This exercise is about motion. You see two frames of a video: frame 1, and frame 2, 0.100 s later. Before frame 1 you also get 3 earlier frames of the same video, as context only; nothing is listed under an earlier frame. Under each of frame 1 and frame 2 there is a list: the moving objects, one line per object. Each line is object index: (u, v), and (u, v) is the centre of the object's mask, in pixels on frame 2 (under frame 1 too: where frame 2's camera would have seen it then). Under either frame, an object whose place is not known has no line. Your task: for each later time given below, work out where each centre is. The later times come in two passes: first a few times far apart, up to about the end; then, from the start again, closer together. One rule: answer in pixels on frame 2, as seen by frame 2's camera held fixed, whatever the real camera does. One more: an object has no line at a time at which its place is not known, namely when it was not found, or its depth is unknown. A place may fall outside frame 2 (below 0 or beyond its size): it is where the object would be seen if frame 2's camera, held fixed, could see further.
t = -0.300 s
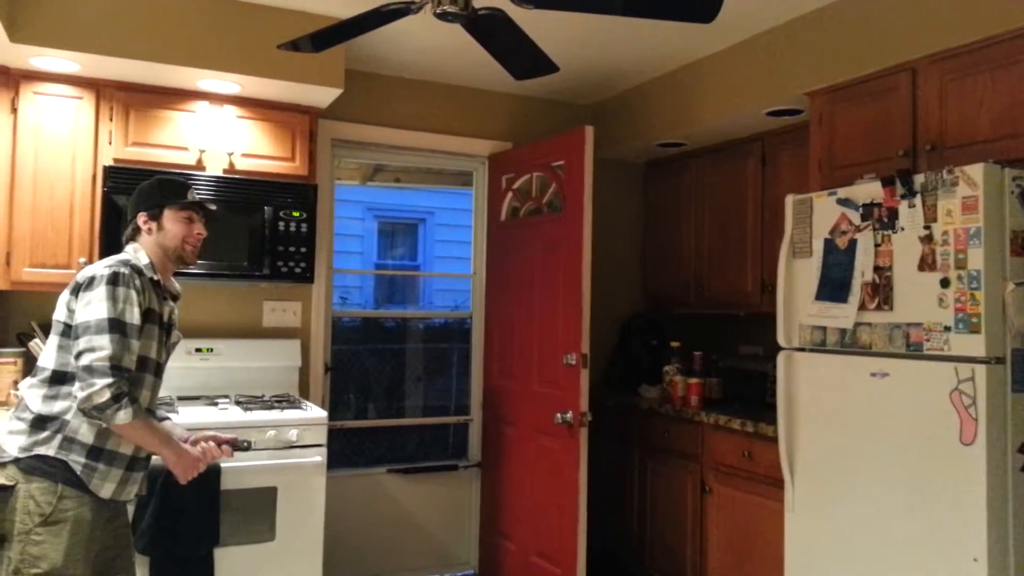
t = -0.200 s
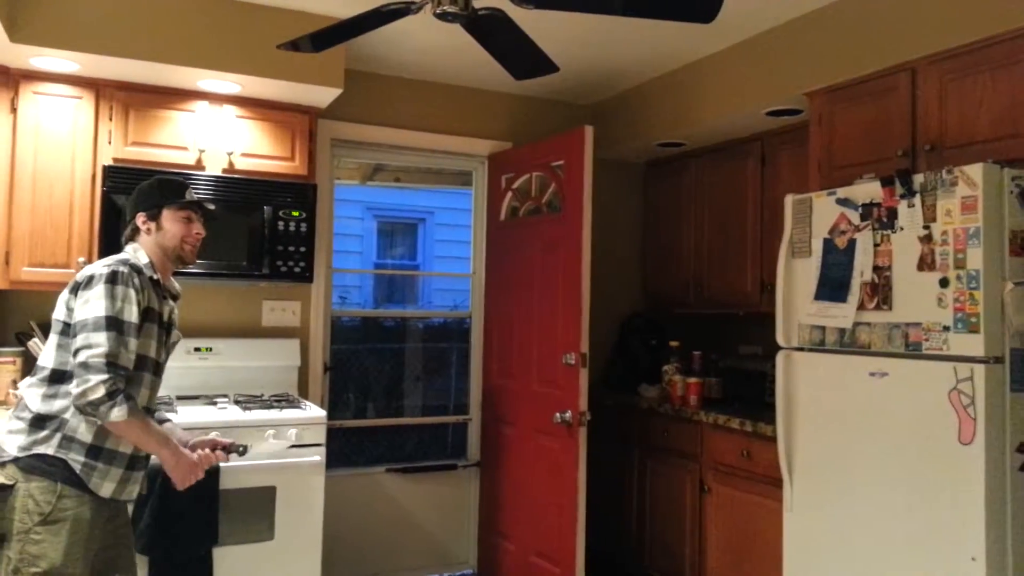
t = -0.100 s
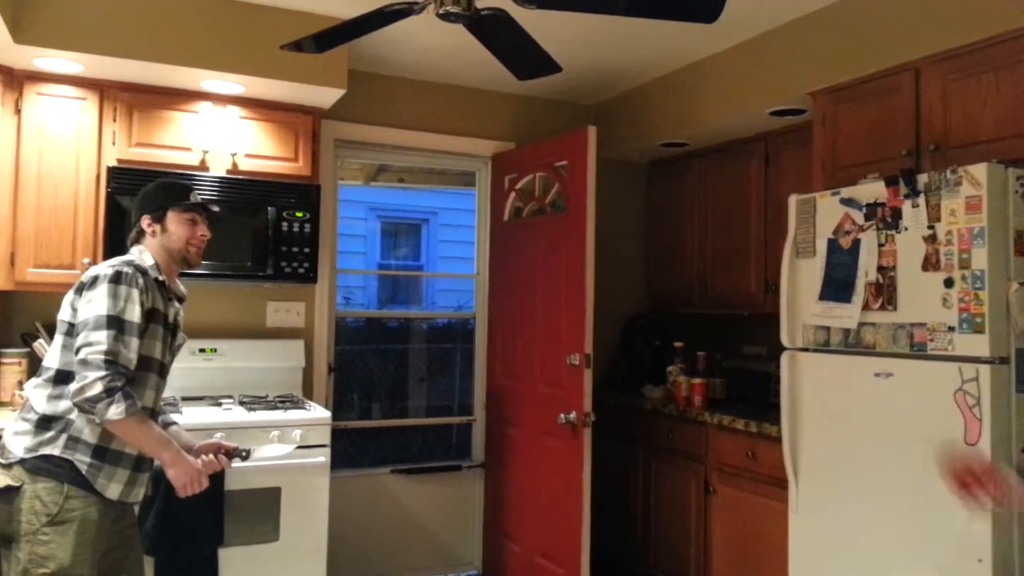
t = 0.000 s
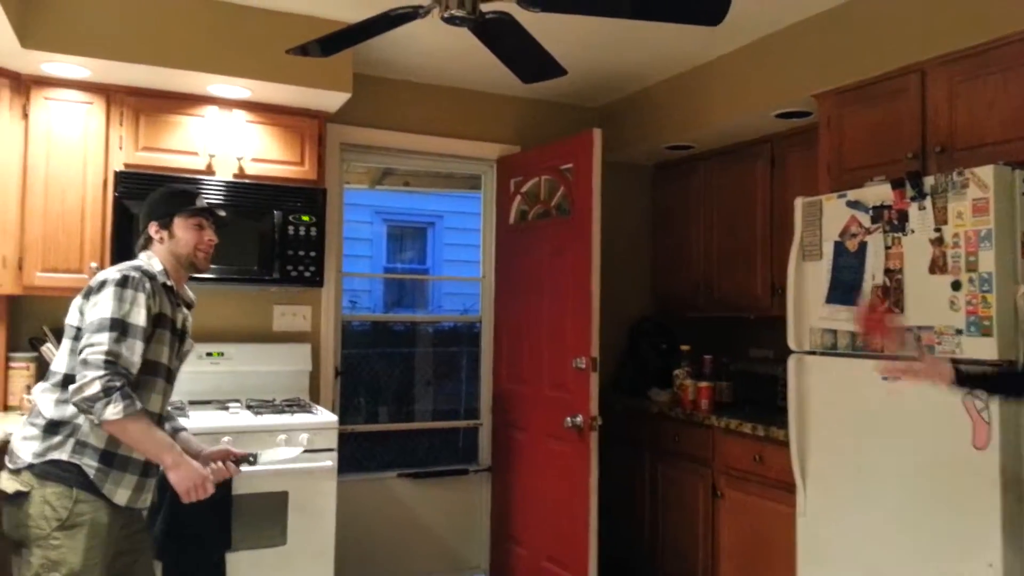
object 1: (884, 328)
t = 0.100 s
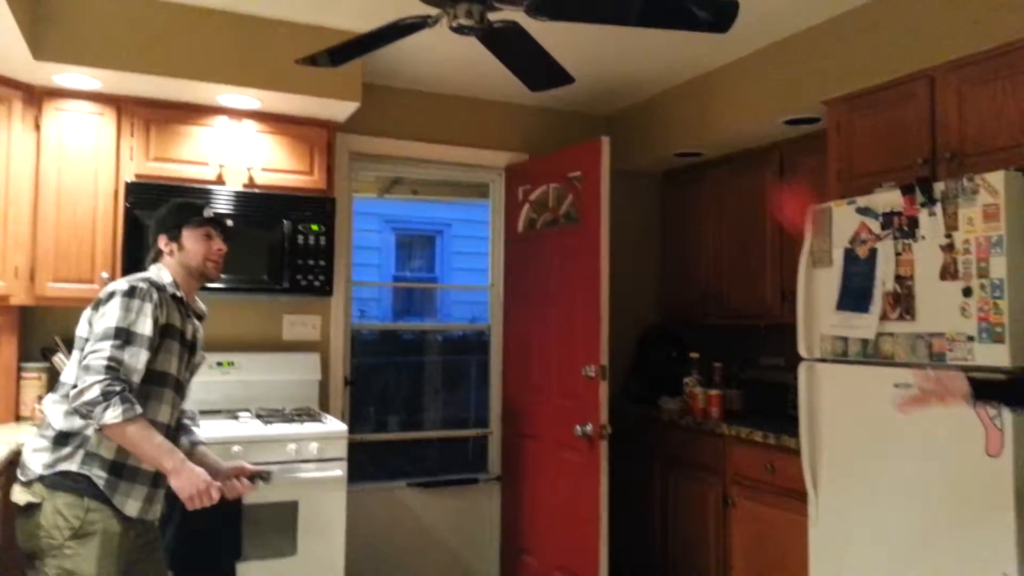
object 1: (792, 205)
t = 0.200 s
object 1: (708, 129)
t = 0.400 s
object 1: (544, 98)
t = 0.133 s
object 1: (766, 177)
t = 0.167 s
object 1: (737, 153)
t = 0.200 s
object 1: (708, 129)
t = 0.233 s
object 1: (679, 113)
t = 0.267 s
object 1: (651, 101)
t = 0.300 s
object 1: (625, 93)
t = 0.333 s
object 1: (598, 91)
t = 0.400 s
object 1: (544, 98)
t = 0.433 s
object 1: (517, 109)
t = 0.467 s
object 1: (490, 124)
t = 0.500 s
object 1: (467, 137)
